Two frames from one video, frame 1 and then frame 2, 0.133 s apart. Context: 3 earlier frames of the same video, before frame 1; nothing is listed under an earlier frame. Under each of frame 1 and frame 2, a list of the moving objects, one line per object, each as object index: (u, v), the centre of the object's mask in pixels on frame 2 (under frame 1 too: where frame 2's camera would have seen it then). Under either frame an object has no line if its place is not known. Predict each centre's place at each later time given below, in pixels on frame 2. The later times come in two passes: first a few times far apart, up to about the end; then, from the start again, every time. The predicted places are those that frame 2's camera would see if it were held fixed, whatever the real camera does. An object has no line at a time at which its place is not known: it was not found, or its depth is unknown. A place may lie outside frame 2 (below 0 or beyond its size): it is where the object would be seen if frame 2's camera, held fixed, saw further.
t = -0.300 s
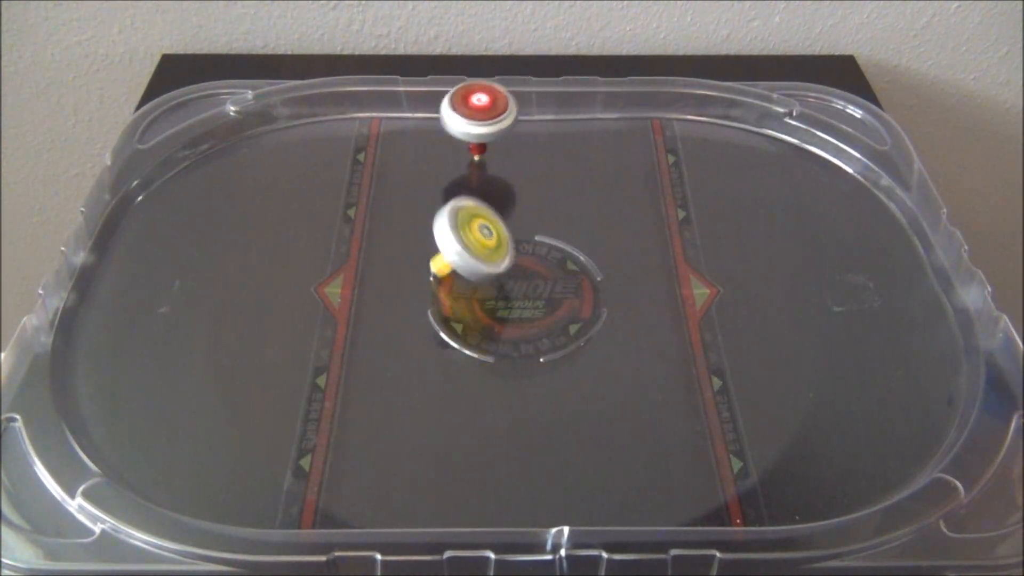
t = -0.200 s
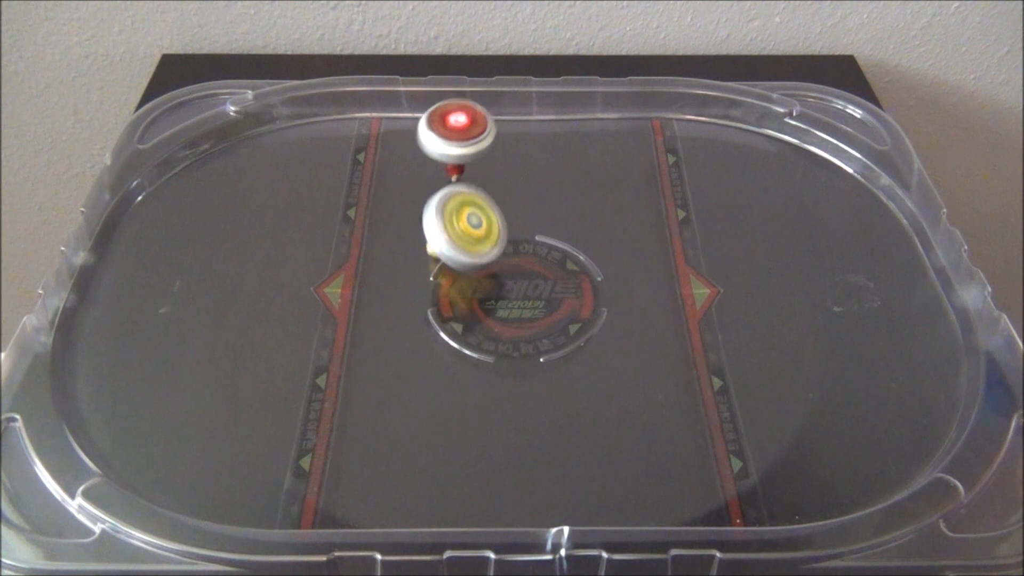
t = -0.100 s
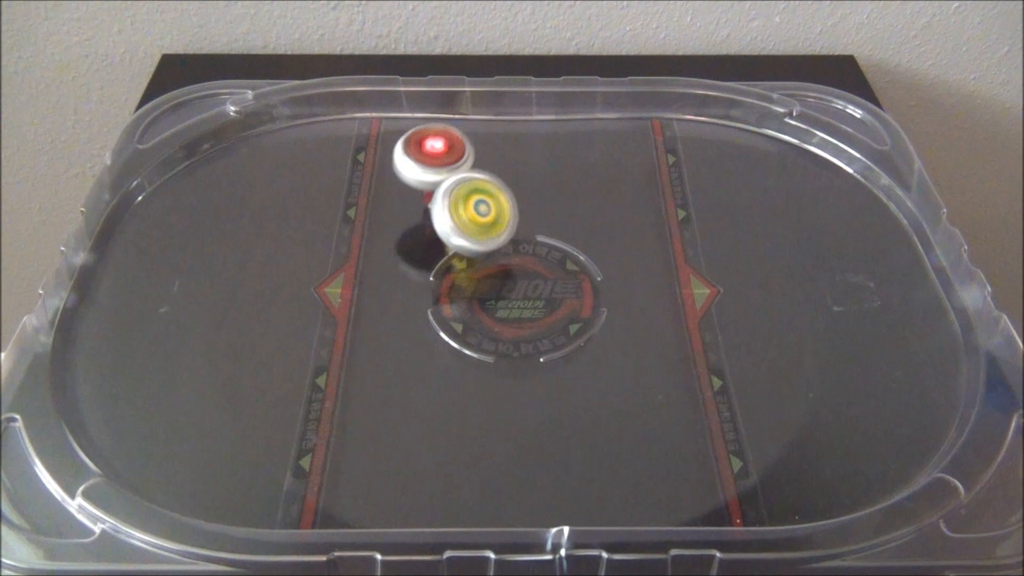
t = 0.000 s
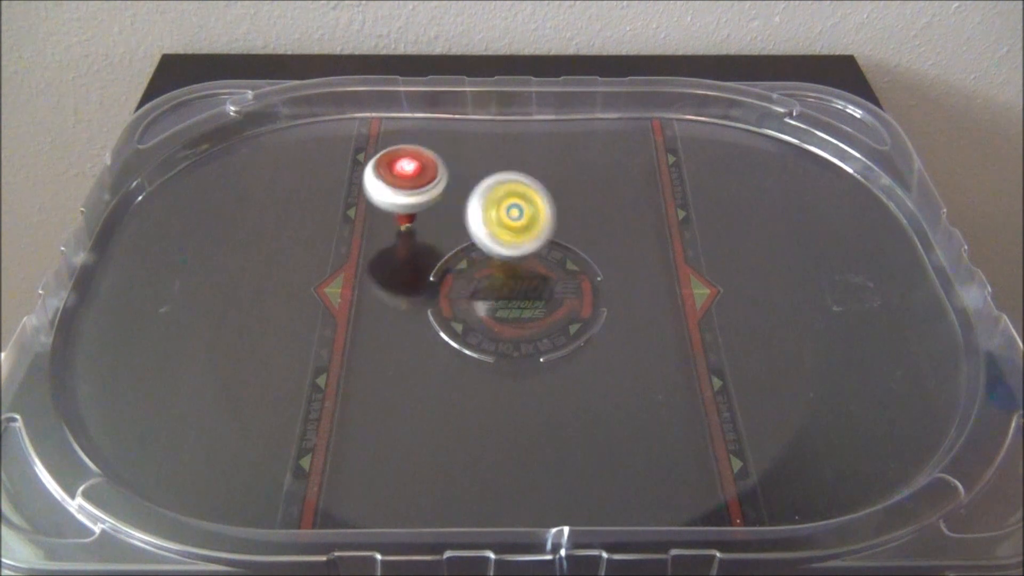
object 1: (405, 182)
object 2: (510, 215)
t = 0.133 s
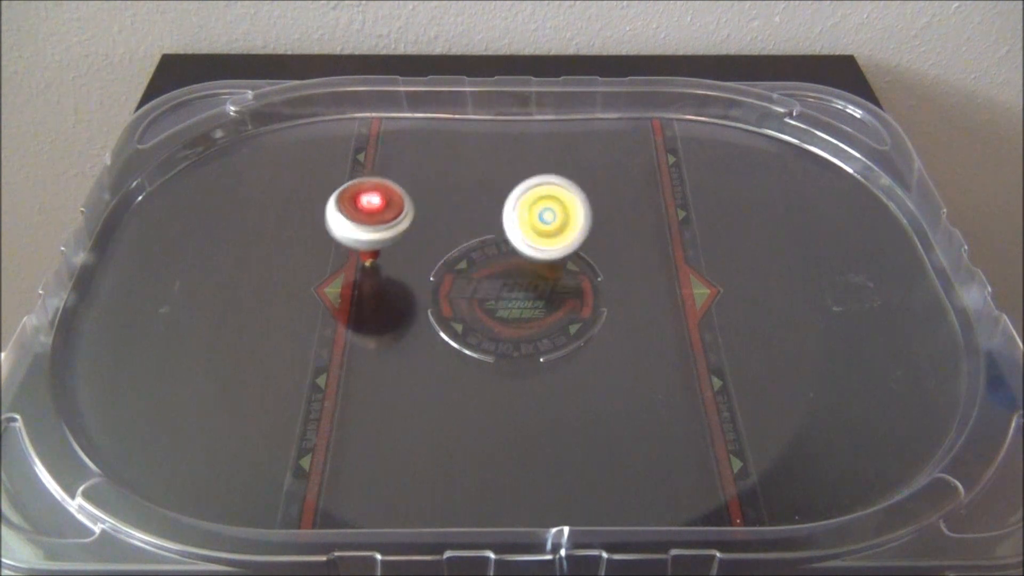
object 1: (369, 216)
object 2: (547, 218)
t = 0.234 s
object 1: (350, 249)
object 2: (570, 222)
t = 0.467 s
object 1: (332, 327)
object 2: (608, 255)
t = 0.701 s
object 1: (348, 411)
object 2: (598, 300)
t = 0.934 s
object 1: (387, 452)
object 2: (536, 322)
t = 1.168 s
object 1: (474, 422)
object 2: (474, 300)
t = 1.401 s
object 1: (586, 351)
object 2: (453, 258)
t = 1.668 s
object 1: (689, 266)
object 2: (484, 219)
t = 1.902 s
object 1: (738, 213)
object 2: (529, 215)
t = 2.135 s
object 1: (728, 182)
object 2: (572, 238)
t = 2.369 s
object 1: (666, 177)
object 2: (578, 280)
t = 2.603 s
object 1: (562, 187)
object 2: (537, 309)
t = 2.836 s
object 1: (479, 213)
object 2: (482, 304)
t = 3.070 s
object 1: (396, 87)
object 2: (532, 482)
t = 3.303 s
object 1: (353, 150)
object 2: (601, 382)
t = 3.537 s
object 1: (338, 228)
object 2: (643, 369)
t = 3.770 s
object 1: (363, 308)
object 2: (682, 379)
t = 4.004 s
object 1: (474, 338)
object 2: (691, 405)
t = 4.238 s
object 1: (568, 292)
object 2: (657, 411)
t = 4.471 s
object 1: (577, 224)
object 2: (624, 383)
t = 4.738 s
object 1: (488, 178)
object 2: (628, 343)
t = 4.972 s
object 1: (395, 196)
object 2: (656, 322)
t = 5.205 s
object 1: (352, 268)
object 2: (689, 324)
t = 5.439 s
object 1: (411, 336)
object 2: (700, 346)
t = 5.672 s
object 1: (529, 346)
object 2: (671, 360)
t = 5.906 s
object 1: (583, 286)
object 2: (659, 354)
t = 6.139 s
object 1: (573, 237)
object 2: (644, 325)
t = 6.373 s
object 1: (470, 219)
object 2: (651, 297)
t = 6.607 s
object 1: (396, 257)
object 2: (673, 278)
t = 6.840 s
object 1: (351, 328)
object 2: (693, 275)
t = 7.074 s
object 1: (383, 413)
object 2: (690, 278)
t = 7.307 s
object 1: (492, 467)
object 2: (663, 278)
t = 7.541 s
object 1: (615, 446)
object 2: (633, 264)
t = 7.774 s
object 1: (683, 368)
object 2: (619, 240)
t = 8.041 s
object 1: (675, 285)
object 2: (618, 207)
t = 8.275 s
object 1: (695, 365)
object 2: (558, 109)
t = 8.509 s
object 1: (630, 403)
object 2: (571, 101)
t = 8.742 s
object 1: (525, 393)
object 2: (580, 117)
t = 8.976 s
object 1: (432, 346)
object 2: (561, 137)
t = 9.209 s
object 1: (373, 282)
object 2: (534, 141)
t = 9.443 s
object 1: (368, 214)
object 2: (515, 127)
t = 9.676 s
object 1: (405, 178)
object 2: (518, 113)
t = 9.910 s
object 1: (468, 165)
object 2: (534, 118)
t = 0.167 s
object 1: (360, 230)
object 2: (555, 219)
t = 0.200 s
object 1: (355, 239)
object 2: (563, 220)
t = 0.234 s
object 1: (350, 249)
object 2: (570, 222)
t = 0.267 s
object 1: (345, 259)
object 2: (577, 225)
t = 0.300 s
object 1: (341, 269)
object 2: (584, 229)
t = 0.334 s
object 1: (338, 279)
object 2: (591, 233)
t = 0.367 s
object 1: (335, 292)
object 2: (596, 238)
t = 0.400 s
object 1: (334, 303)
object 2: (601, 243)
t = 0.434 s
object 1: (332, 315)
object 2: (605, 249)
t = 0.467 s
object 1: (332, 327)
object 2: (608, 255)
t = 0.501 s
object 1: (333, 339)
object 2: (609, 261)
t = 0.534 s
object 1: (334, 353)
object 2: (610, 267)
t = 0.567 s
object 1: (335, 365)
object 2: (610, 274)
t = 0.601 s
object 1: (338, 375)
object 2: (609, 281)
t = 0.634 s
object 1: (341, 390)
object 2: (607, 288)
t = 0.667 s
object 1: (344, 398)
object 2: (603, 294)
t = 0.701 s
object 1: (348, 411)
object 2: (598, 300)
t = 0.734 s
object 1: (351, 420)
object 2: (592, 306)
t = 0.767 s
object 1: (356, 428)
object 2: (585, 311)
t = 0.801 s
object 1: (360, 436)
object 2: (577, 315)
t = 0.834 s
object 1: (365, 444)
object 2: (567, 318)
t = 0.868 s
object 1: (371, 448)
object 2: (558, 321)
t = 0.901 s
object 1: (378, 450)
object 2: (547, 322)
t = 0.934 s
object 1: (387, 452)
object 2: (536, 322)
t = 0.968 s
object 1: (396, 450)
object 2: (526, 322)
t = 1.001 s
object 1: (406, 448)
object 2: (516, 321)
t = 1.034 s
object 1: (418, 445)
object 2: (507, 318)
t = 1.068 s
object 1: (431, 441)
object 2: (497, 315)
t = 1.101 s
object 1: (445, 436)
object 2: (489, 310)
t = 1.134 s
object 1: (459, 429)
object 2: (481, 305)
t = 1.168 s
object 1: (474, 422)
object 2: (474, 300)
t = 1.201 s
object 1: (488, 413)
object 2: (466, 295)
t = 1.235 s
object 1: (504, 404)
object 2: (461, 290)
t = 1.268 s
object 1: (520, 394)
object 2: (457, 283)
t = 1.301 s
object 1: (536, 384)
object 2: (454, 276)
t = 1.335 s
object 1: (553, 372)
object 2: (452, 270)
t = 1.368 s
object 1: (570, 362)
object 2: (451, 264)
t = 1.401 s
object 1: (586, 351)
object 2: (453, 258)
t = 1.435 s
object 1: (601, 340)
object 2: (455, 252)
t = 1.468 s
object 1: (615, 330)
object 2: (458, 246)
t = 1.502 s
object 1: (629, 318)
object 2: (460, 241)
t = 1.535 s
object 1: (642, 310)
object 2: (463, 235)
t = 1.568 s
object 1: (655, 298)
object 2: (467, 229)
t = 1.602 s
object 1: (667, 288)
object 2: (472, 226)
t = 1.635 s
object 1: (678, 277)
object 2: (478, 222)
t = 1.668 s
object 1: (689, 266)
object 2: (484, 219)
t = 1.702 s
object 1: (699, 260)
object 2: (491, 217)
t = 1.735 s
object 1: (708, 252)
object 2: (497, 215)
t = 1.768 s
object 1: (717, 242)
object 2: (505, 214)
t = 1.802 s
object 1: (724, 232)
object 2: (511, 214)
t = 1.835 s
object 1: (730, 225)
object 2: (518, 214)
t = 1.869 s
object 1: (735, 219)
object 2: (524, 215)
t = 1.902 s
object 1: (738, 213)
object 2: (529, 215)
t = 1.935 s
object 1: (740, 208)
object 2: (536, 215)
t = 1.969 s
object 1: (741, 201)
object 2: (544, 217)
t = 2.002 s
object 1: (741, 197)
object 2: (550, 220)
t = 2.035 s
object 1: (739, 193)
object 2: (557, 224)
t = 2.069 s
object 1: (737, 188)
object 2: (563, 229)
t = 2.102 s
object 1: (733, 185)
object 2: (569, 234)
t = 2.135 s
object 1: (728, 182)
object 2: (572, 238)
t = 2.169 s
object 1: (722, 179)
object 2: (577, 244)
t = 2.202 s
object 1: (715, 177)
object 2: (579, 251)
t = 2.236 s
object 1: (707, 176)
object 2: (579, 256)
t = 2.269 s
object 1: (698, 175)
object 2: (576, 259)
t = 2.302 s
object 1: (688, 175)
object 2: (575, 263)
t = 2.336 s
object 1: (678, 175)
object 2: (578, 274)
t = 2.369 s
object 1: (666, 177)
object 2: (578, 280)
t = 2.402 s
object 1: (653, 178)
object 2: (572, 279)
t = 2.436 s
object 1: (640, 178)
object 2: (570, 290)
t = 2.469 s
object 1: (627, 180)
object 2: (565, 295)
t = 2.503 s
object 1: (612, 182)
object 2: (559, 299)
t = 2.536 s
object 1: (596, 182)
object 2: (549, 291)
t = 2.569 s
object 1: (579, 186)
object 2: (544, 307)
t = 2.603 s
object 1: (562, 187)
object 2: (537, 309)
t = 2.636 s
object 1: (545, 190)
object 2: (529, 310)
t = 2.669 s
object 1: (528, 193)
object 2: (521, 310)
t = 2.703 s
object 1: (510, 195)
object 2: (513, 309)
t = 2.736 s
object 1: (494, 196)
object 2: (506, 307)
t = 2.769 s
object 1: (487, 200)
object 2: (498, 305)
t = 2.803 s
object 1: (483, 206)
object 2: (490, 305)
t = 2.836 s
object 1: (479, 213)
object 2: (482, 304)
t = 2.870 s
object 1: (472, 218)
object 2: (477, 300)
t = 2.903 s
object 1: (459, 211)
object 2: (476, 314)
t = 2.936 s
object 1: (442, 178)
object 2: (487, 358)
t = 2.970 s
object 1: (427, 151)
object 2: (496, 405)
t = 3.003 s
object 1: (414, 124)
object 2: (507, 448)
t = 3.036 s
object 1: (404, 102)
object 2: (519, 482)
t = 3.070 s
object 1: (396, 87)
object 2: (532, 482)
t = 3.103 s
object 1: (390, 76)
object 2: (546, 463)
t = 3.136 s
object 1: (381, 82)
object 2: (558, 450)
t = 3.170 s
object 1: (372, 99)
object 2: (568, 429)
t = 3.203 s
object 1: (365, 104)
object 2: (577, 413)
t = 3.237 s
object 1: (358, 120)
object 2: (585, 400)
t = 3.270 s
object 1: (354, 136)
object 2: (594, 389)
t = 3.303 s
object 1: (353, 150)
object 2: (601, 382)
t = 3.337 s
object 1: (352, 165)
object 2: (608, 377)
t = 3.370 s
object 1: (353, 177)
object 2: (615, 375)
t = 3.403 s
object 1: (352, 189)
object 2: (620, 374)
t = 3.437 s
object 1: (350, 200)
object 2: (625, 372)
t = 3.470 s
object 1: (347, 209)
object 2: (631, 370)
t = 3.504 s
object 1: (343, 218)
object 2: (637, 370)
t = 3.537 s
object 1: (338, 228)
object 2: (643, 369)
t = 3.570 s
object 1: (335, 238)
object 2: (649, 369)
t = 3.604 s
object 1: (334, 254)
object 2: (655, 369)
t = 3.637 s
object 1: (335, 267)
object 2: (661, 370)
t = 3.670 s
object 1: (339, 273)
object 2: (667, 372)
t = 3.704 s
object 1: (344, 287)
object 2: (673, 374)
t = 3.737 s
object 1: (352, 300)
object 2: (678, 377)
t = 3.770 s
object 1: (363, 308)
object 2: (682, 379)
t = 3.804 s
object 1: (376, 314)
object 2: (686, 382)
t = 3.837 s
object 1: (390, 322)
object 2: (689, 386)
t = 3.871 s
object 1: (405, 330)
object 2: (691, 390)
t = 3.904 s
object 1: (422, 335)
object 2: (693, 394)
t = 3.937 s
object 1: (439, 337)
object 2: (693, 398)
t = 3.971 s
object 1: (457, 339)
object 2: (693, 402)
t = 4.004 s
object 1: (474, 338)
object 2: (691, 405)
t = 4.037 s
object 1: (491, 337)
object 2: (689, 408)
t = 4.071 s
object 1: (508, 331)
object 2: (685, 411)
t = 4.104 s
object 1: (523, 326)
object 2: (680, 412)
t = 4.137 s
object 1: (537, 319)
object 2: (675, 412)
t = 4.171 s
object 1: (549, 311)
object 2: (669, 413)
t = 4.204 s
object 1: (560, 302)
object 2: (663, 412)
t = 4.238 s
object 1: (568, 292)
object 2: (657, 411)
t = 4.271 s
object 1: (575, 283)
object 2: (651, 409)
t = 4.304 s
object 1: (582, 275)
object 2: (645, 405)
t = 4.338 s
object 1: (587, 265)
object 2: (640, 402)
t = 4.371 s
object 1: (589, 256)
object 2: (635, 397)
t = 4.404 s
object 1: (587, 244)
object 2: (631, 393)
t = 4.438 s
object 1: (583, 234)
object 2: (628, 388)
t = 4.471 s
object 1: (577, 224)
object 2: (624, 383)
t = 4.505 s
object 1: (570, 215)
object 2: (622, 377)
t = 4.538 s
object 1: (561, 207)
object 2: (620, 371)
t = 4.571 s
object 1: (551, 200)
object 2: (620, 366)
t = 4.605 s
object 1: (540, 193)
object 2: (620, 361)
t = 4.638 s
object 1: (528, 188)
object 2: (621, 356)
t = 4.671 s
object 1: (515, 184)
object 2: (623, 351)
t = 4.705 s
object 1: (502, 180)
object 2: (625, 347)
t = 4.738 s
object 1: (488, 178)
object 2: (628, 343)
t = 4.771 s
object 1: (474, 177)
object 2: (631, 339)
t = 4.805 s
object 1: (460, 177)
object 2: (634, 335)
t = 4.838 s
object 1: (446, 179)
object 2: (638, 331)
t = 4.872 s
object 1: (432, 182)
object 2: (642, 328)
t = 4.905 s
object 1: (419, 185)
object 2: (647, 326)
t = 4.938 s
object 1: (406, 190)
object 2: (651, 324)
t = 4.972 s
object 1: (395, 196)
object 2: (656, 322)
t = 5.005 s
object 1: (384, 203)
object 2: (661, 321)
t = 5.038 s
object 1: (375, 211)
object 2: (666, 320)
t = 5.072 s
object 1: (365, 225)
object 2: (671, 320)
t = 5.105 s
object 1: (359, 236)
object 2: (676, 320)
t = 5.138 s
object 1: (355, 246)
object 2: (681, 321)
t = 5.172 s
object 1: (352, 257)
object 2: (685, 322)
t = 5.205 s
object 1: (352, 268)
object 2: (689, 324)
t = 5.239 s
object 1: (354, 280)
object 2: (692, 325)
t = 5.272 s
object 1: (358, 288)
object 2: (695, 328)
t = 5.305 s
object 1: (365, 300)
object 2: (698, 331)
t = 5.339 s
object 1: (374, 310)
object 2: (700, 334)
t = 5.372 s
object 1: (384, 320)
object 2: (701, 338)
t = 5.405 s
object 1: (396, 329)
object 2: (701, 342)
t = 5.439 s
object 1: (411, 336)
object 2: (700, 346)
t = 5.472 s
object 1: (426, 342)
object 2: (698, 349)
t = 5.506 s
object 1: (442, 348)
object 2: (695, 353)
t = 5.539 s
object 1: (460, 351)
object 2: (692, 355)
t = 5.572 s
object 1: (477, 353)
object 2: (687, 357)
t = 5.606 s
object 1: (495, 352)
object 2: (682, 359)
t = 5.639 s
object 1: (513, 350)
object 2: (677, 360)
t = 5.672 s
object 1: (529, 346)
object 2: (671, 360)
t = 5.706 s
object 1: (545, 340)
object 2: (665, 359)
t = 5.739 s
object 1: (559, 334)
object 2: (660, 358)
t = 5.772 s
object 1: (562, 322)
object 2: (665, 359)
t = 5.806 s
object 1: (563, 310)
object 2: (669, 359)
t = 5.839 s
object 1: (566, 300)
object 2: (667, 359)
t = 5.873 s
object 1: (572, 292)
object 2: (663, 357)
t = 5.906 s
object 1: (583, 286)
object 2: (659, 354)
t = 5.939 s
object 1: (592, 281)
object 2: (655, 350)
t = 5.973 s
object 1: (596, 274)
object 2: (652, 346)
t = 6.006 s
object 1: (598, 265)
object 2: (649, 342)
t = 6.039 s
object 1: (596, 259)
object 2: (647, 338)
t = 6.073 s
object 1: (590, 251)
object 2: (646, 334)
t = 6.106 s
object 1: (583, 243)
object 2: (645, 330)
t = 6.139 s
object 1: (573, 237)
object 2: (644, 325)
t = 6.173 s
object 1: (561, 232)
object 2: (644, 321)
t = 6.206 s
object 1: (547, 228)
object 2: (644, 317)
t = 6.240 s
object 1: (532, 225)
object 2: (645, 313)
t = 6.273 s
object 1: (517, 222)
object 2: (645, 309)
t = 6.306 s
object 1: (501, 220)
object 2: (647, 305)
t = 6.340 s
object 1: (486, 219)
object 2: (648, 301)
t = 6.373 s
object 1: (470, 219)
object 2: (651, 297)
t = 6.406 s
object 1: (455, 221)
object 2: (654, 293)
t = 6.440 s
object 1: (445, 222)
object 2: (657, 290)
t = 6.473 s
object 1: (436, 229)
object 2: (660, 287)
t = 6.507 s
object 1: (427, 232)
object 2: (663, 285)
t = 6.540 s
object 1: (418, 236)
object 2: (666, 283)
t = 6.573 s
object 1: (407, 248)
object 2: (669, 280)
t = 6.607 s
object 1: (396, 257)
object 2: (673, 278)
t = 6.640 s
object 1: (385, 261)
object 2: (676, 277)
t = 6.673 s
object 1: (376, 271)
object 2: (680, 275)
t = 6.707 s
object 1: (368, 281)
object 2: (683, 275)
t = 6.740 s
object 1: (361, 292)
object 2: (686, 274)
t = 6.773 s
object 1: (356, 304)
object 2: (689, 274)
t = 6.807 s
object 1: (352, 316)
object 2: (692, 275)
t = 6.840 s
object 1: (351, 328)
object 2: (693, 275)
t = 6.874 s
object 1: (350, 341)
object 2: (693, 275)
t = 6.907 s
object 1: (351, 354)
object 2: (693, 276)
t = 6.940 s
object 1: (355, 366)
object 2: (693, 276)
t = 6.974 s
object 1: (359, 377)
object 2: (692, 276)
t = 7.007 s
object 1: (366, 390)
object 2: (692, 277)
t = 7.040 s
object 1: (373, 401)
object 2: (691, 277)
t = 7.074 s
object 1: (383, 413)
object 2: (690, 278)
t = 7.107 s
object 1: (394, 424)
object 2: (685, 279)
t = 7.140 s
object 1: (407, 434)
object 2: (684, 280)
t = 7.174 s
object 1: (421, 444)
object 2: (681, 280)
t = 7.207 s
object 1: (438, 452)
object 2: (677, 280)
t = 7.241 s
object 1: (455, 458)
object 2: (672, 280)
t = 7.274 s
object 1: (473, 464)
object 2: (668, 279)
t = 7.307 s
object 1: (492, 467)
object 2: (663, 278)
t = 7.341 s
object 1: (511, 469)
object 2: (658, 277)
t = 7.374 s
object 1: (530, 470)
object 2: (654, 276)
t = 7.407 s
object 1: (550, 469)
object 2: (649, 274)
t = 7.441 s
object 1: (568, 467)
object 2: (645, 272)
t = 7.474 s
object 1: (585, 462)
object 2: (641, 269)
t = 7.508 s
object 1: (600, 456)
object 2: (637, 267)
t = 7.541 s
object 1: (615, 446)
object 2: (633, 264)
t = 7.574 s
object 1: (629, 438)
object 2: (630, 261)
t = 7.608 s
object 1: (642, 427)
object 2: (627, 258)
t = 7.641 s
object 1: (653, 416)
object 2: (625, 254)
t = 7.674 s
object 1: (663, 404)
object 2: (623, 251)
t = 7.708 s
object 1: (671, 393)
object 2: (621, 247)
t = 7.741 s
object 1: (678, 380)
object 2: (620, 244)
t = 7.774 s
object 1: (683, 368)
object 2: (619, 240)
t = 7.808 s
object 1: (686, 356)
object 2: (618, 237)
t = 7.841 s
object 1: (688, 344)
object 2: (618, 233)
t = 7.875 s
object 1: (688, 332)
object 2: (619, 230)
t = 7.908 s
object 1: (686, 320)
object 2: (619, 227)
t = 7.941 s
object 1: (683, 307)
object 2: (620, 224)
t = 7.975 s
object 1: (679, 294)
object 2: (622, 221)
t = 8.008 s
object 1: (673, 283)
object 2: (623, 218)
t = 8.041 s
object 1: (675, 285)
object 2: (618, 207)
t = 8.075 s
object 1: (688, 301)
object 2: (601, 182)
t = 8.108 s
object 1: (698, 318)
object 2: (587, 161)
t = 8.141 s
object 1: (703, 329)
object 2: (576, 144)
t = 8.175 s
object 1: (703, 340)
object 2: (567, 131)
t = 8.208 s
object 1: (702, 349)
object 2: (561, 121)
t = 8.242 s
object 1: (699, 359)
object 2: (558, 113)
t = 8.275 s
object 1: (695, 365)
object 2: (558, 109)
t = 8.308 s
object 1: (689, 373)
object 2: (560, 107)
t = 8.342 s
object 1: (682, 380)
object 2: (562, 106)
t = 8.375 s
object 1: (674, 387)
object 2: (563, 104)
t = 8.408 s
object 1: (665, 392)
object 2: (564, 102)
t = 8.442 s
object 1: (654, 396)
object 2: (565, 102)
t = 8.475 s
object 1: (642, 401)
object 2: (568, 101)
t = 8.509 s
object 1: (630, 403)
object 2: (571, 101)
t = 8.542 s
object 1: (616, 404)
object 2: (573, 102)
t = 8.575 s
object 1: (602, 405)
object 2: (575, 103)
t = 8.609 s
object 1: (587, 404)
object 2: (578, 105)
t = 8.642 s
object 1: (572, 403)
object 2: (579, 108)
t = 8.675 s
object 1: (556, 402)
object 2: (580, 111)
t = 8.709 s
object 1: (541, 398)
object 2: (581, 113)
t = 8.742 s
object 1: (525, 393)
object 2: (580, 117)
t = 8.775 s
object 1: (510, 388)
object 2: (579, 120)
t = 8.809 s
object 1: (495, 382)
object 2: (577, 123)
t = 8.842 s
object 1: (481, 375)
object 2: (575, 126)
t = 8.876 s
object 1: (467, 367)
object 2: (572, 129)
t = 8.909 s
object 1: (455, 361)
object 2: (568, 132)
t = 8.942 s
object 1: (443, 353)
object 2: (565, 135)
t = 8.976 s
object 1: (432, 346)
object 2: (561, 137)
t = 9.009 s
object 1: (421, 338)
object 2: (558, 139)
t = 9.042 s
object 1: (411, 328)
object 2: (554, 141)
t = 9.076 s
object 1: (402, 319)
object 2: (550, 141)
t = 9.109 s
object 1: (393, 310)
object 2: (546, 142)
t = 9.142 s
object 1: (386, 301)
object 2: (542, 142)
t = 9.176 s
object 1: (379, 292)
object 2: (538, 142)
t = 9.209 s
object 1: (373, 282)
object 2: (534, 141)
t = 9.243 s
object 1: (369, 273)
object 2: (530, 140)
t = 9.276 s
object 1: (365, 263)
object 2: (526, 139)
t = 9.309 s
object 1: (364, 254)
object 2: (523, 137)
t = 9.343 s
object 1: (362, 240)
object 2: (521, 135)
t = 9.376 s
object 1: (363, 231)
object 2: (518, 132)
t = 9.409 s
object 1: (365, 222)
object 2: (516, 130)
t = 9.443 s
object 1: (368, 214)
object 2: (515, 127)
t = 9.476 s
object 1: (371, 207)
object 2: (513, 125)
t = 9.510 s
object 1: (375, 200)
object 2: (513, 122)
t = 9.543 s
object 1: (380, 194)
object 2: (513, 120)
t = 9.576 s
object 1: (385, 189)
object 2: (514, 118)
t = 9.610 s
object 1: (391, 183)
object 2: (515, 116)
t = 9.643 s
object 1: (398, 179)
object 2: (516, 114)
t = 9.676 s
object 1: (405, 178)
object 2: (518, 113)
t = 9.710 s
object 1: (414, 174)
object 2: (521, 112)
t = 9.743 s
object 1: (422, 172)
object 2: (523, 111)
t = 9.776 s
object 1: (431, 169)
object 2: (525, 112)
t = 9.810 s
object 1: (440, 167)
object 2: (528, 113)
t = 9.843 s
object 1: (449, 166)
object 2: (530, 114)
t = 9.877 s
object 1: (459, 165)
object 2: (532, 116)
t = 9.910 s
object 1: (468, 165)
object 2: (534, 118)
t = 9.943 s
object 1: (478, 166)
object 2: (536, 120)
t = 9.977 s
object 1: (466, 175)
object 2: (556, 113)
